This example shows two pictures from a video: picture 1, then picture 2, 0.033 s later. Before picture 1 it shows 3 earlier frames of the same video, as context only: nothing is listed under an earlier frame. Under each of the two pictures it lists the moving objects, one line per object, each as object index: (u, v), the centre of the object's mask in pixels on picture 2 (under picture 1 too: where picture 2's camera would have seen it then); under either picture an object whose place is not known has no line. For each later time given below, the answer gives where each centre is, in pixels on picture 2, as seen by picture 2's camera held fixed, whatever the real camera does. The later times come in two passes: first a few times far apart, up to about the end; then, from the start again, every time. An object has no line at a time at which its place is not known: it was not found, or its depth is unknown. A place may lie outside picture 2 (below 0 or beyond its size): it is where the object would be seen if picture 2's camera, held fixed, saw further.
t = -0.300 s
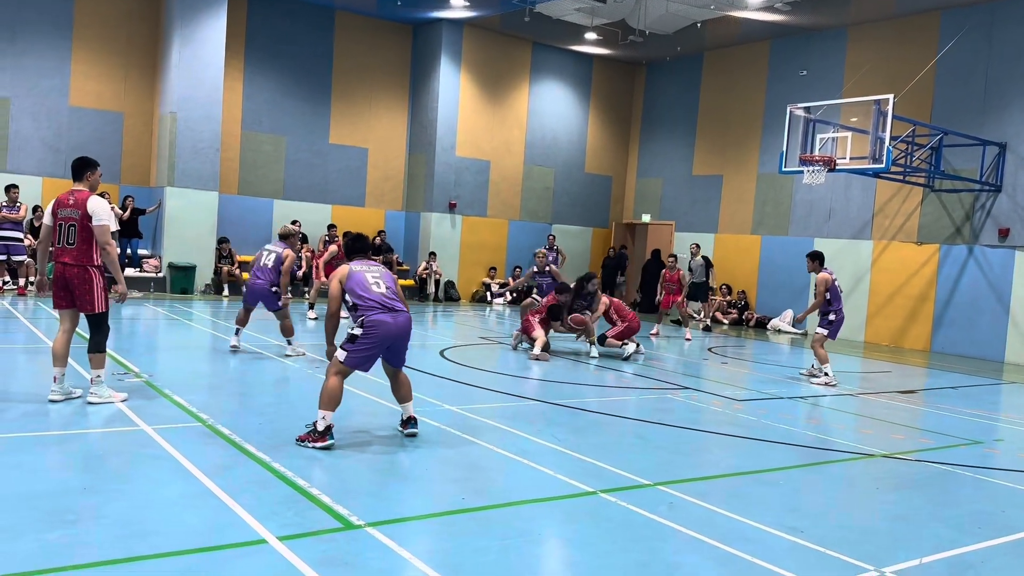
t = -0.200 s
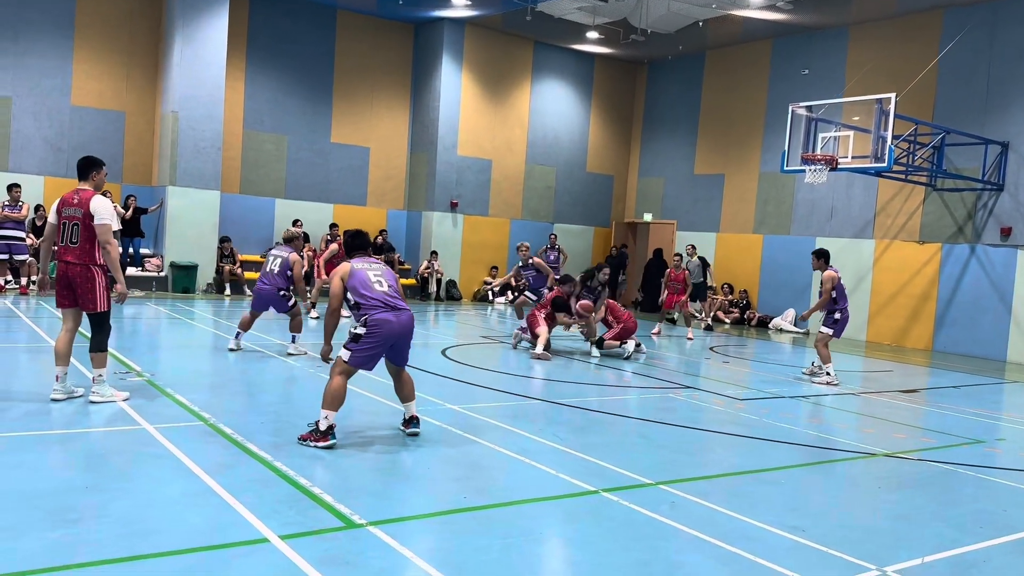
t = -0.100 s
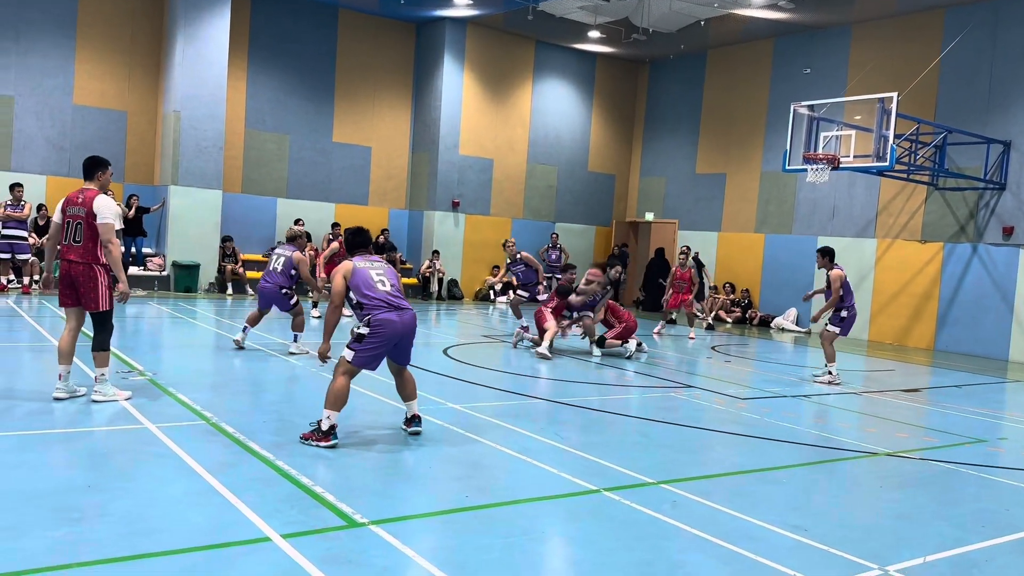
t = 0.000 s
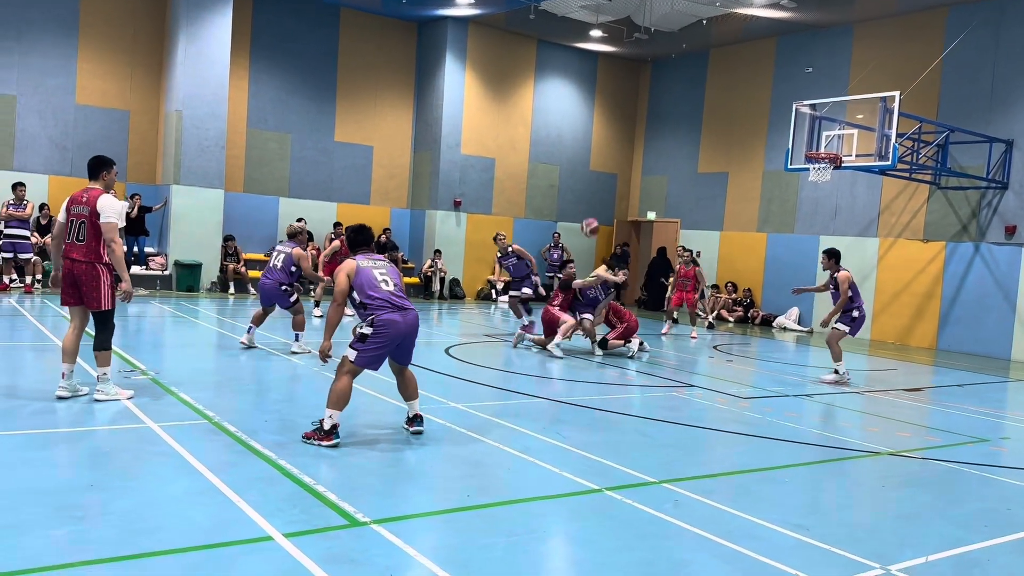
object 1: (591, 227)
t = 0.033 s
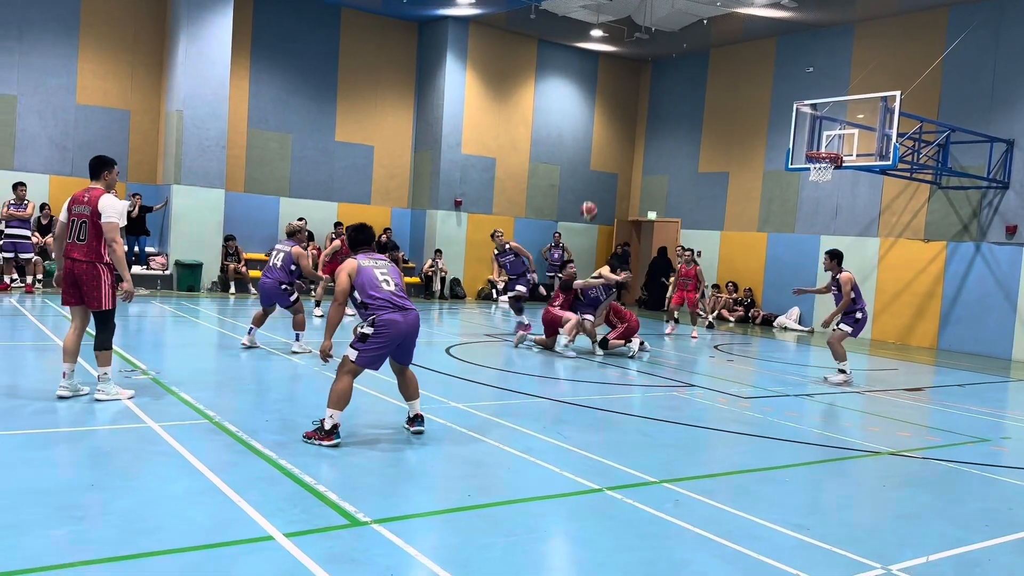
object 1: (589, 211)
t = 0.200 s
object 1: (573, 147)
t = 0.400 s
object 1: (554, 100)
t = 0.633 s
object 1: (530, 83)
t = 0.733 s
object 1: (519, 88)
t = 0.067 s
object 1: (585, 196)
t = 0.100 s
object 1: (583, 183)
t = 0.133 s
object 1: (579, 171)
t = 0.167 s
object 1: (576, 159)
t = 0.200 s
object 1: (573, 147)
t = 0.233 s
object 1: (570, 138)
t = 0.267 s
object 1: (567, 129)
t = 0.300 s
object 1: (564, 121)
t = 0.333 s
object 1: (561, 113)
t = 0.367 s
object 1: (558, 106)
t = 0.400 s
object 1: (554, 100)
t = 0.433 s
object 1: (551, 96)
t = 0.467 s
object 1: (548, 91)
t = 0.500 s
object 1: (544, 88)
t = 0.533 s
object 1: (540, 86)
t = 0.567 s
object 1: (537, 84)
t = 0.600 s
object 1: (533, 84)
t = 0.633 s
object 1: (530, 83)
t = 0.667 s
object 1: (526, 84)
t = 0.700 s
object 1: (523, 86)
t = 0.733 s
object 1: (519, 88)
